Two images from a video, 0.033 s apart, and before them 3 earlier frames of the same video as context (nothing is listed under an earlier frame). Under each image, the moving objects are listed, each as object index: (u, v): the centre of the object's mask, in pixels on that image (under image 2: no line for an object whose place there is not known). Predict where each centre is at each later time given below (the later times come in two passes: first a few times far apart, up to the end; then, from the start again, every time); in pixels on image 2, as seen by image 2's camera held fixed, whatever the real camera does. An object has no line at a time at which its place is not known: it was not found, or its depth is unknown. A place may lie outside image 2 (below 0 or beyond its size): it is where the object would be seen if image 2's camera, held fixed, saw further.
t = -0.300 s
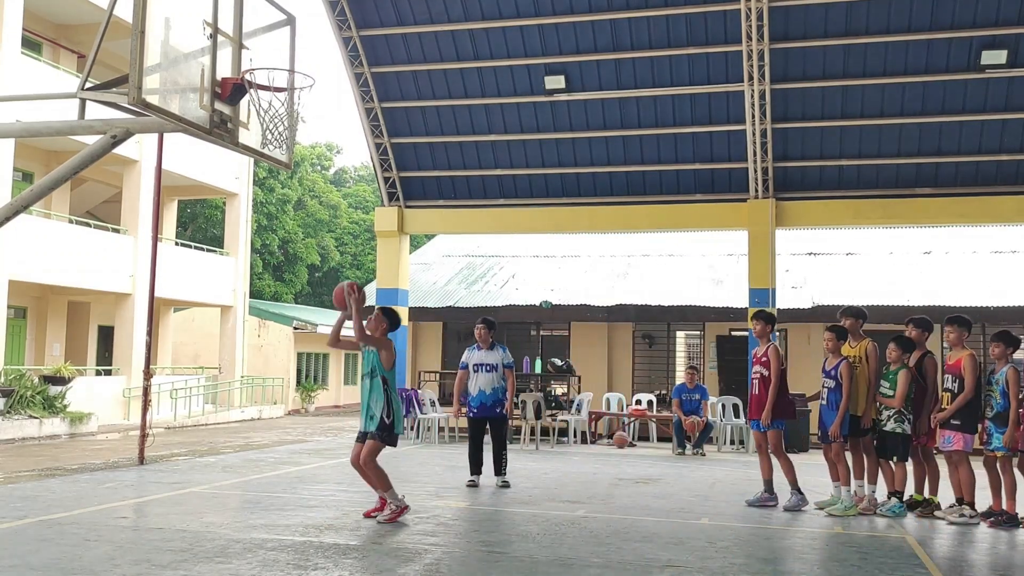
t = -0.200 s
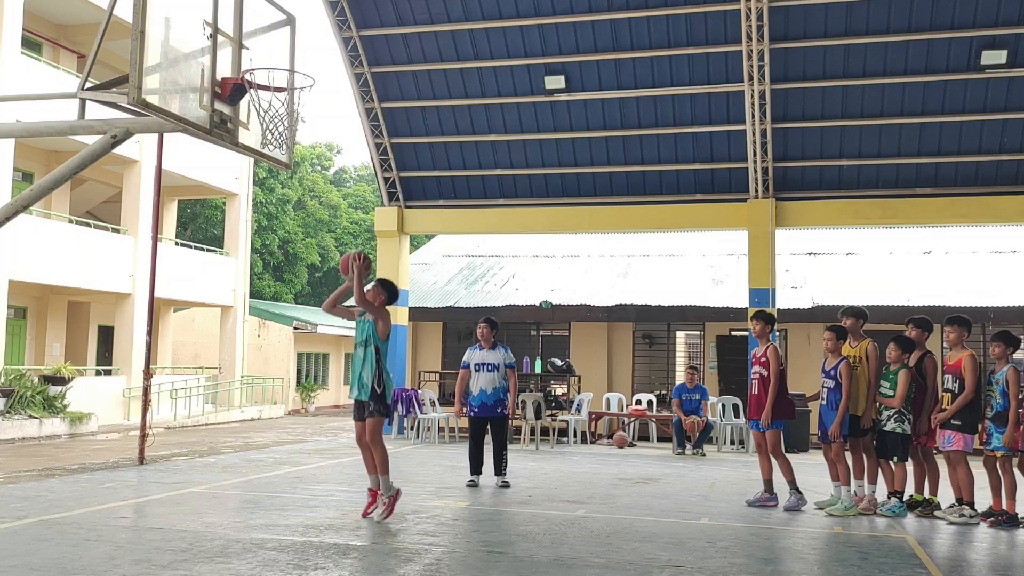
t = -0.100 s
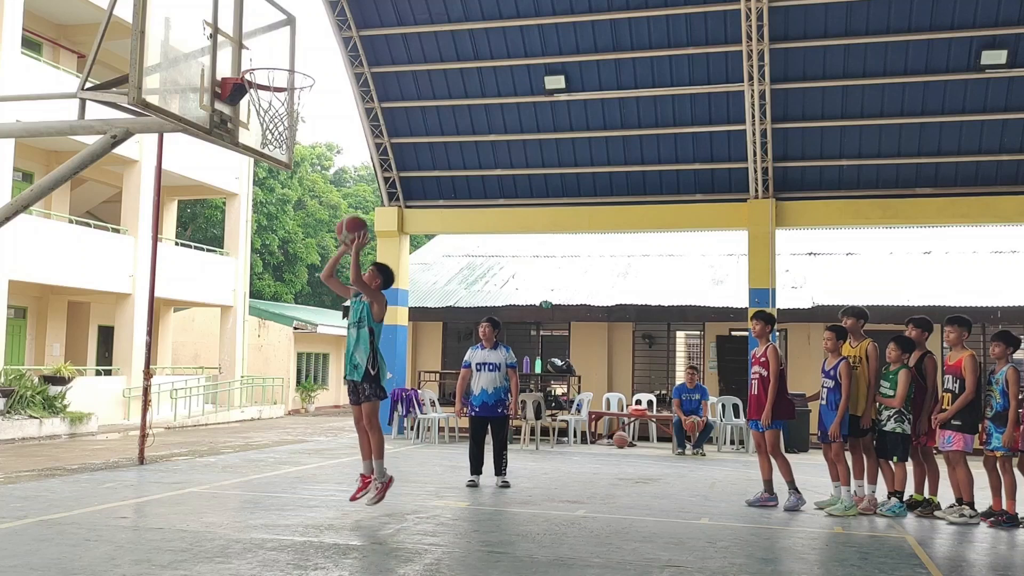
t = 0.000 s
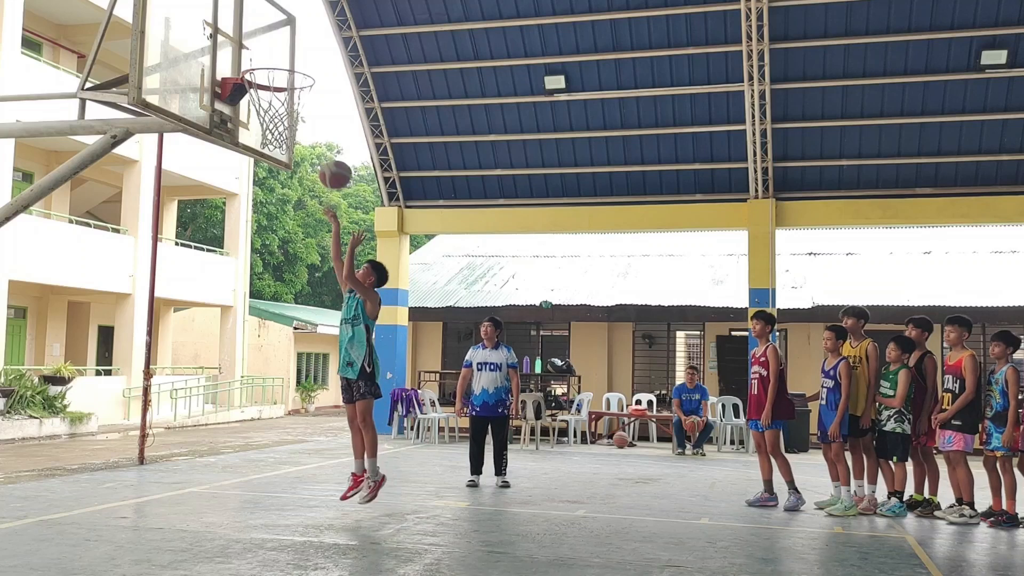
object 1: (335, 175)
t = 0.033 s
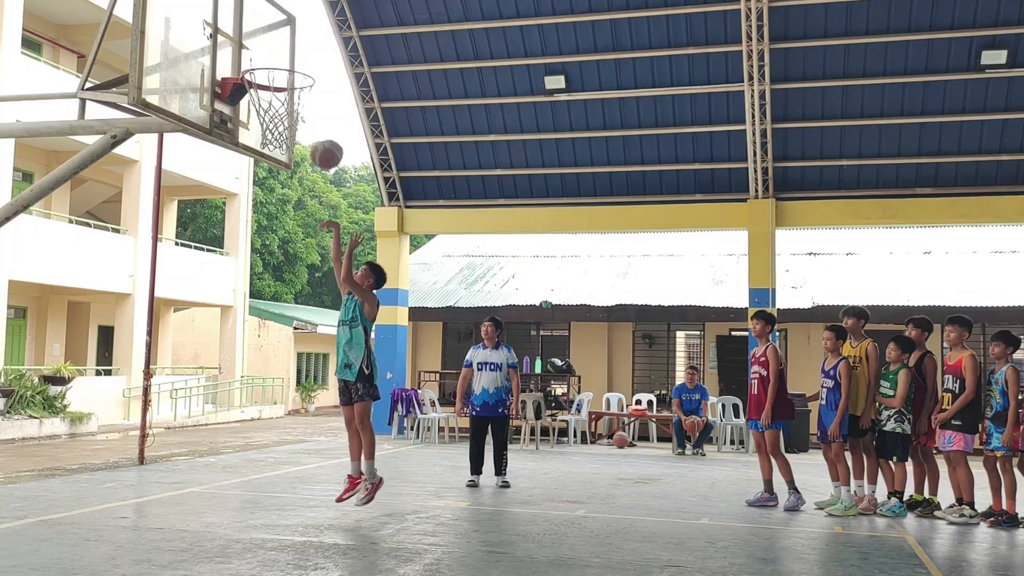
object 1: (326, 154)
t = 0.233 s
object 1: (274, 60)
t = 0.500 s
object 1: (273, 40)
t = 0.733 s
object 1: (281, 105)
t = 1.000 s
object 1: (270, 150)
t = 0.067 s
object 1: (318, 136)
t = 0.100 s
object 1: (311, 118)
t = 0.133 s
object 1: (301, 102)
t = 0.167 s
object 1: (292, 87)
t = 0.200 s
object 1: (282, 74)
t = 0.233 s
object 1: (274, 60)
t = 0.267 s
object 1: (264, 49)
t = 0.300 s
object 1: (262, 42)
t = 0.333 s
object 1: (263, 38)
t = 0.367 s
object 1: (265, 36)
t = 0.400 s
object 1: (267, 34)
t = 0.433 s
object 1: (269, 35)
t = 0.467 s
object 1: (271, 37)
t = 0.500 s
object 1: (273, 40)
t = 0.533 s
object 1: (275, 46)
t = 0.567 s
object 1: (276, 52)
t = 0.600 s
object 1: (278, 61)
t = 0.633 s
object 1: (280, 72)
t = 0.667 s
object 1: (280, 81)
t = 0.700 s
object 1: (280, 92)
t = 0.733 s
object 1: (281, 105)
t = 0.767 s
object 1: (280, 117)
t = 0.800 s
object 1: (279, 123)
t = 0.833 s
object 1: (278, 126)
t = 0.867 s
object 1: (276, 129)
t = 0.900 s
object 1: (275, 132)
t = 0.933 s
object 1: (273, 137)
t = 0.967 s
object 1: (272, 143)
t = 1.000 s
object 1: (270, 150)
